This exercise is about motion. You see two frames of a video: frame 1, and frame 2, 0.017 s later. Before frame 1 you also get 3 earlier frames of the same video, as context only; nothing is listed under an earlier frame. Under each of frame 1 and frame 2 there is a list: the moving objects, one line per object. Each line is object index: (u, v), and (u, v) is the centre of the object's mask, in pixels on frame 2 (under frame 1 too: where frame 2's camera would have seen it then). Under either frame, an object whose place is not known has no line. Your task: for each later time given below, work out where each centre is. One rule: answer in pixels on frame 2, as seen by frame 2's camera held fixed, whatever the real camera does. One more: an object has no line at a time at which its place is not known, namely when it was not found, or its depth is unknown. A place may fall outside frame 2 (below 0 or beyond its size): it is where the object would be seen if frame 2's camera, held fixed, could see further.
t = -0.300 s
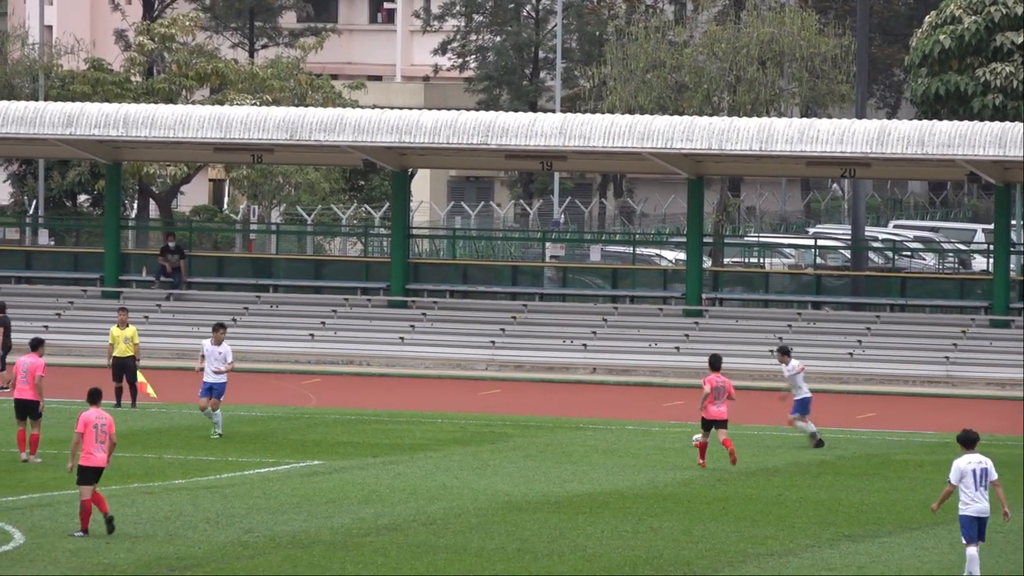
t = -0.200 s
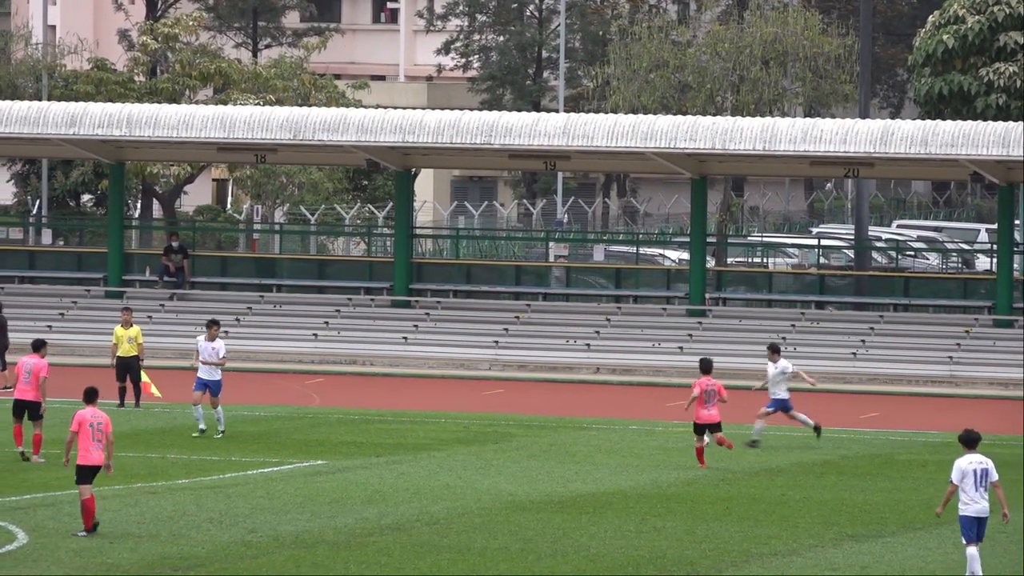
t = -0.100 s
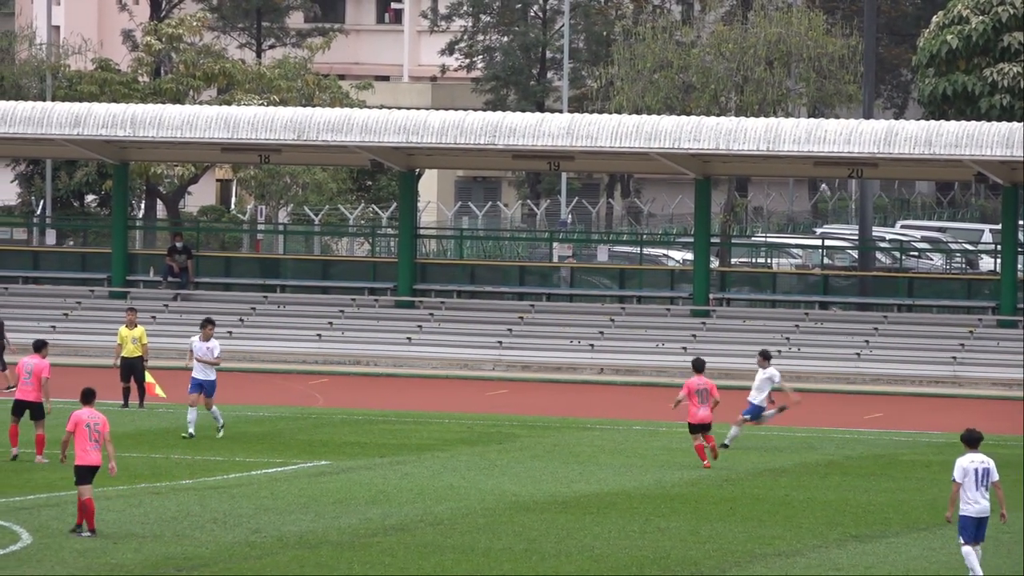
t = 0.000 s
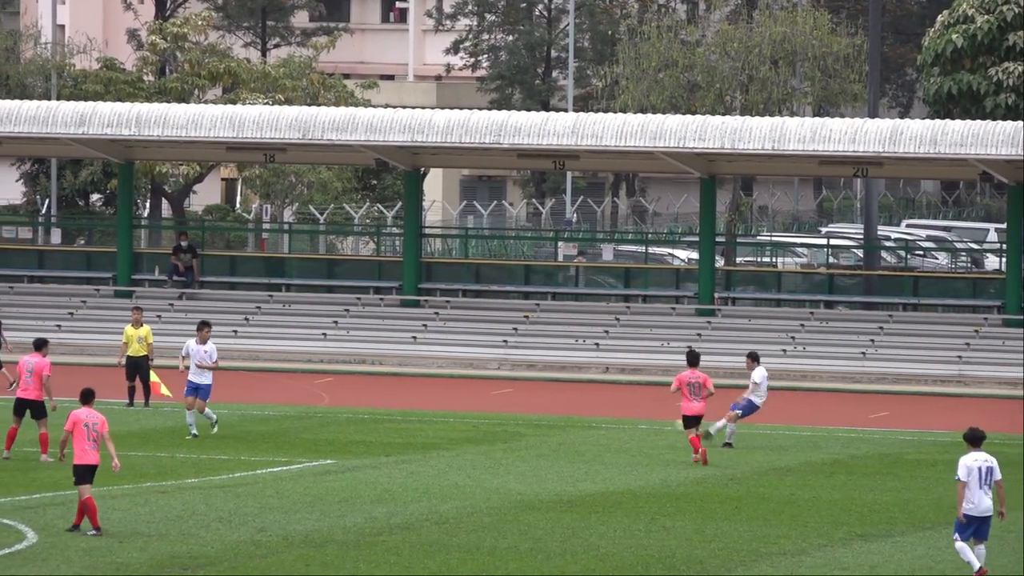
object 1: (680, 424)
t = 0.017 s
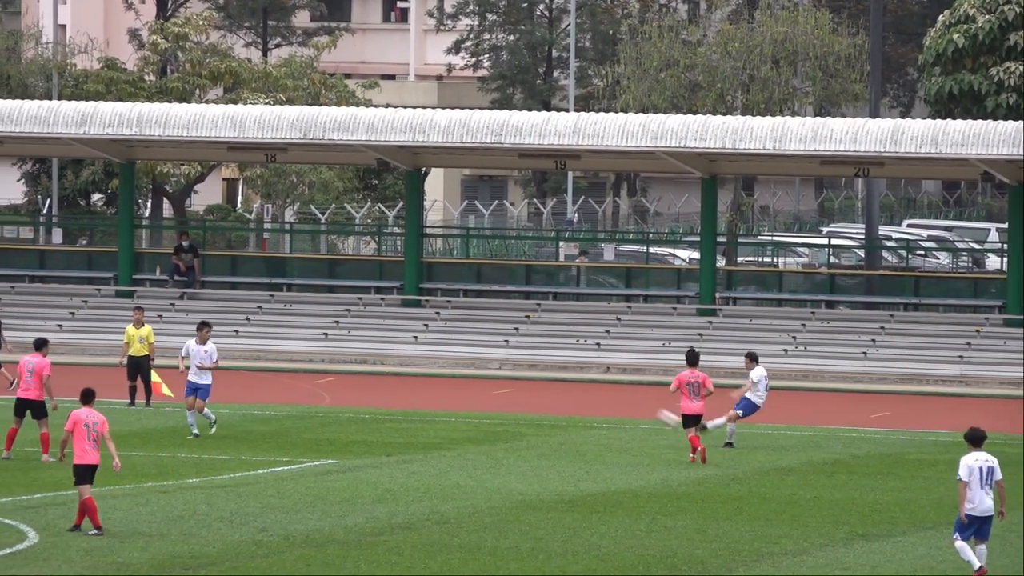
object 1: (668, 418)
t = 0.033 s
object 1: (650, 408)
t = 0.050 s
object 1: (632, 398)
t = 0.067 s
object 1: (612, 389)
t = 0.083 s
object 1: (594, 380)
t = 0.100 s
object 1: (574, 370)
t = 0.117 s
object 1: (556, 361)
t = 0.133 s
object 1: (538, 351)
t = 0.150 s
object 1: (520, 344)
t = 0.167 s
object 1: (503, 336)
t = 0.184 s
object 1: (486, 327)
